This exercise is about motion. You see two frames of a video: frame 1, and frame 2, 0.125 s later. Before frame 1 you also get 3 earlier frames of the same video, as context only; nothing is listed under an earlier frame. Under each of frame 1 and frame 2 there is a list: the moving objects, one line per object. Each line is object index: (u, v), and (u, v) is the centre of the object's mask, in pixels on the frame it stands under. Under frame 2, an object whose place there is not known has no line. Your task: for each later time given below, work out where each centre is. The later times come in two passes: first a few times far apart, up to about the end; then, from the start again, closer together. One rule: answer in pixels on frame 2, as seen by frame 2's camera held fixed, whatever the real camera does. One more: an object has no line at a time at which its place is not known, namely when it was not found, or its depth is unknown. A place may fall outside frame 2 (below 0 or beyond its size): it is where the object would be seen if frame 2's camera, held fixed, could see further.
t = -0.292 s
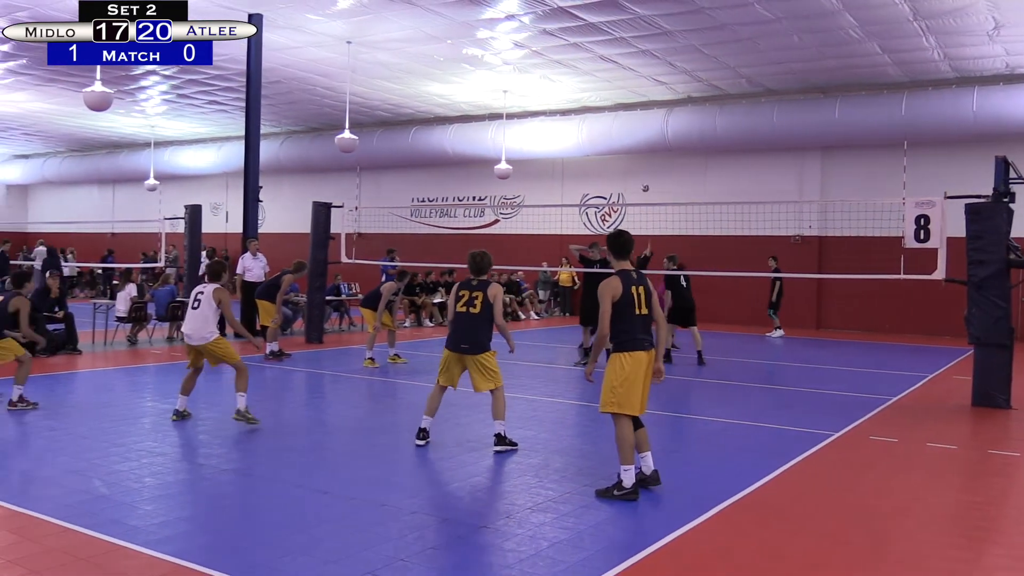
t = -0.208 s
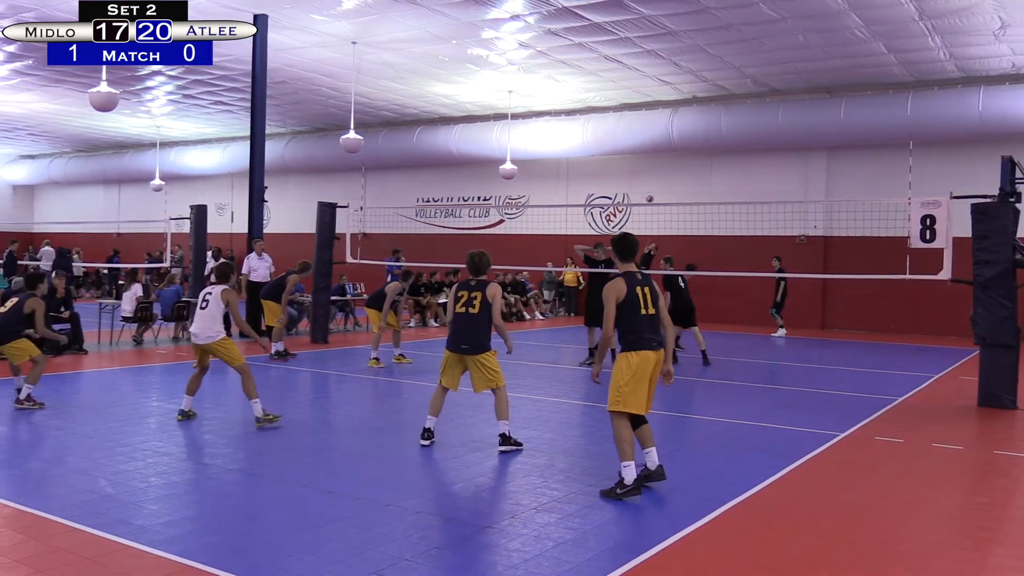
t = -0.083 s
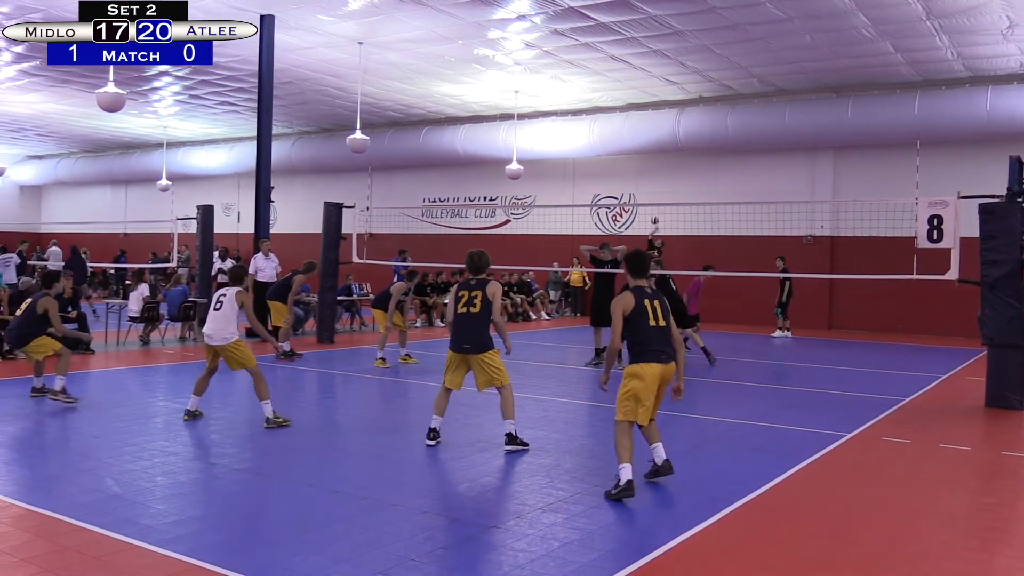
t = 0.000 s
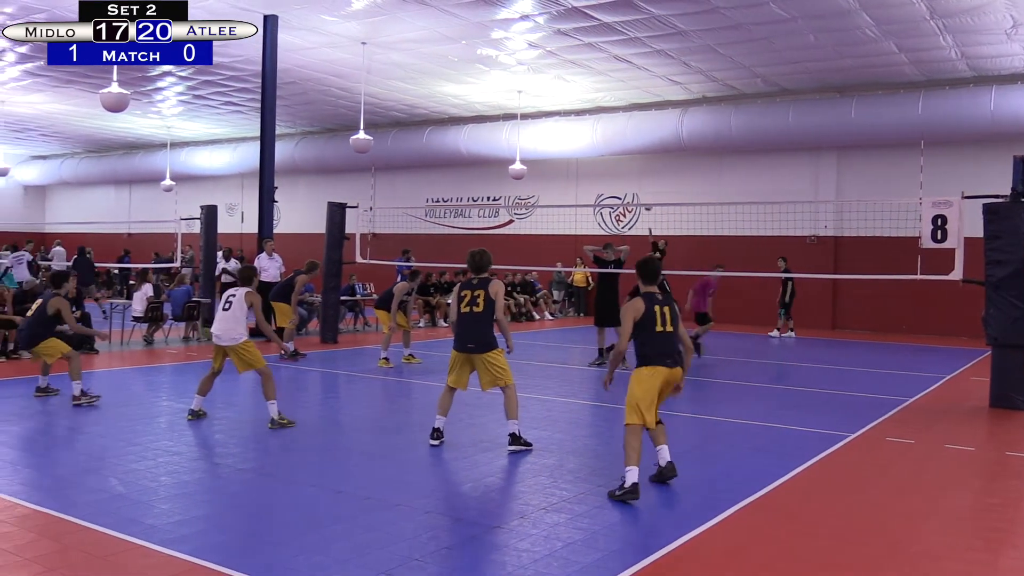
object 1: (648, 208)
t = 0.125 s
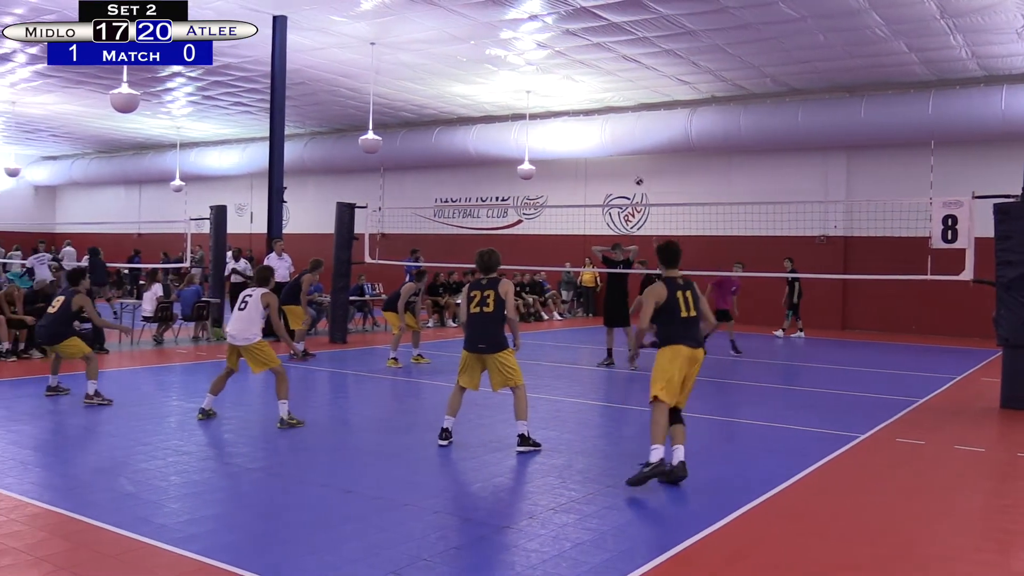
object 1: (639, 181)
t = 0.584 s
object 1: (538, 114)
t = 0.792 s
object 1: (461, 116)
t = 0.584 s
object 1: (538, 114)
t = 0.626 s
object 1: (527, 113)
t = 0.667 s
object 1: (510, 113)
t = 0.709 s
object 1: (496, 113)
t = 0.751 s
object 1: (476, 114)
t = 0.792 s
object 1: (461, 116)
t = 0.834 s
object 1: (435, 122)
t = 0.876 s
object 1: (417, 127)
